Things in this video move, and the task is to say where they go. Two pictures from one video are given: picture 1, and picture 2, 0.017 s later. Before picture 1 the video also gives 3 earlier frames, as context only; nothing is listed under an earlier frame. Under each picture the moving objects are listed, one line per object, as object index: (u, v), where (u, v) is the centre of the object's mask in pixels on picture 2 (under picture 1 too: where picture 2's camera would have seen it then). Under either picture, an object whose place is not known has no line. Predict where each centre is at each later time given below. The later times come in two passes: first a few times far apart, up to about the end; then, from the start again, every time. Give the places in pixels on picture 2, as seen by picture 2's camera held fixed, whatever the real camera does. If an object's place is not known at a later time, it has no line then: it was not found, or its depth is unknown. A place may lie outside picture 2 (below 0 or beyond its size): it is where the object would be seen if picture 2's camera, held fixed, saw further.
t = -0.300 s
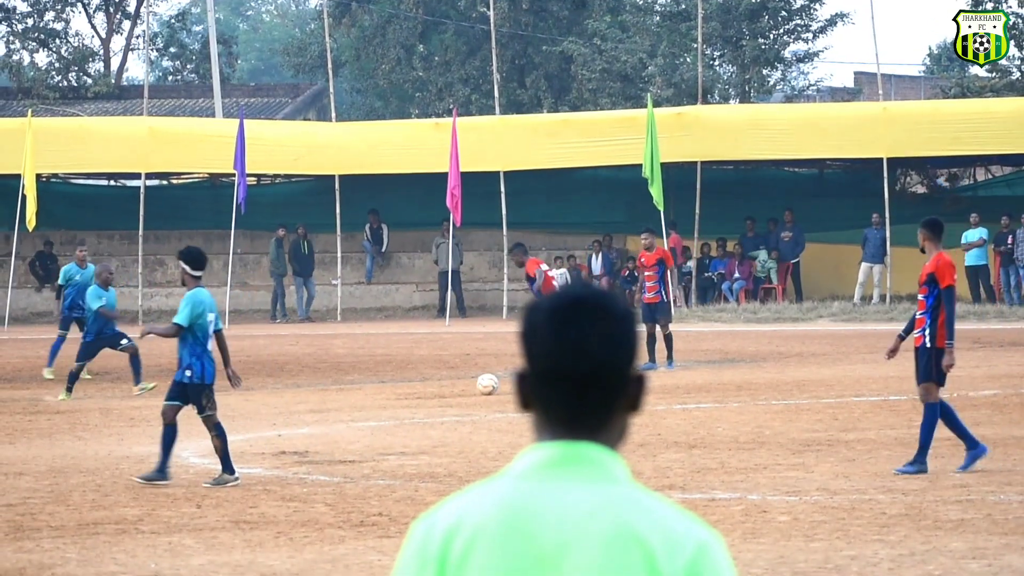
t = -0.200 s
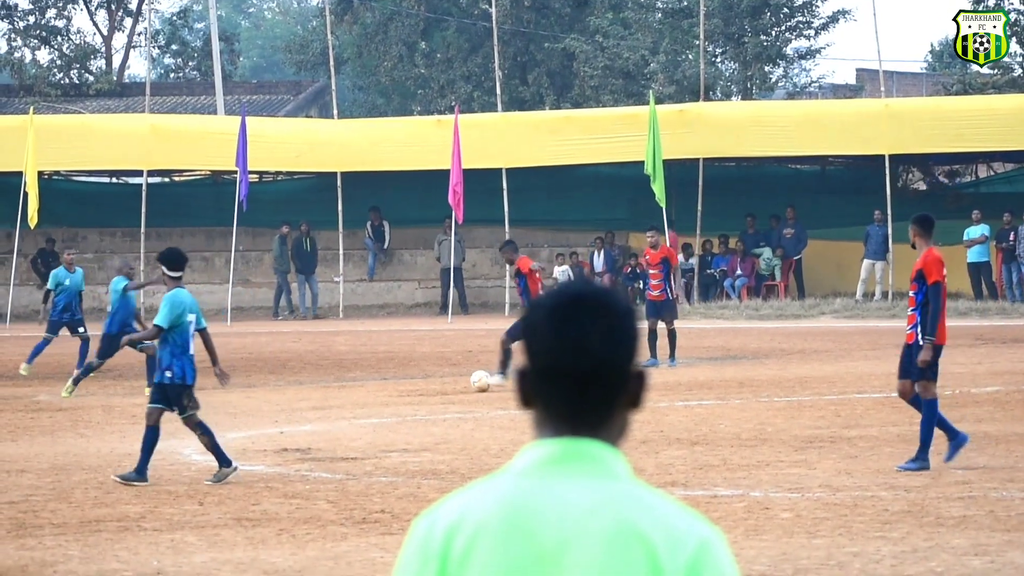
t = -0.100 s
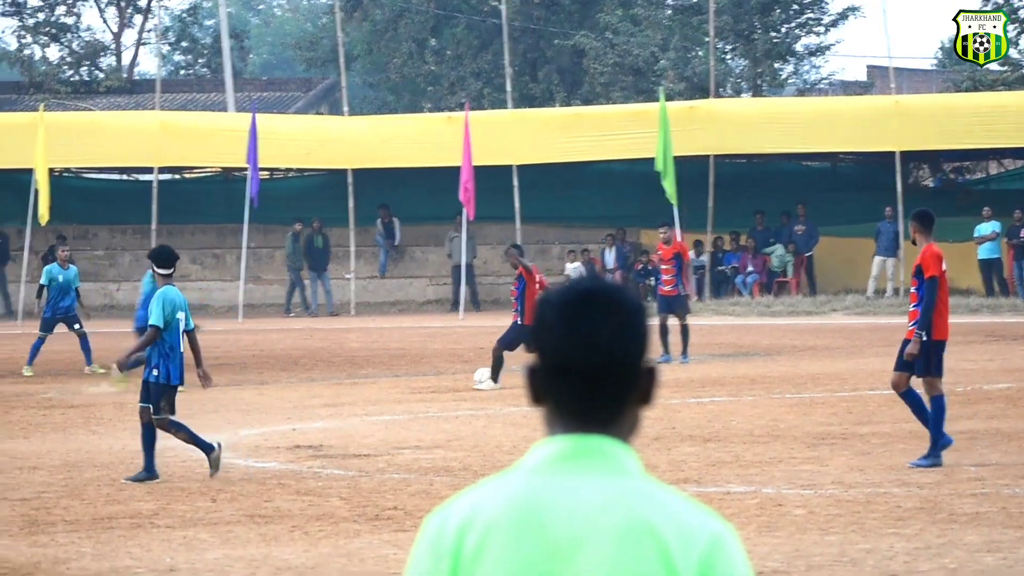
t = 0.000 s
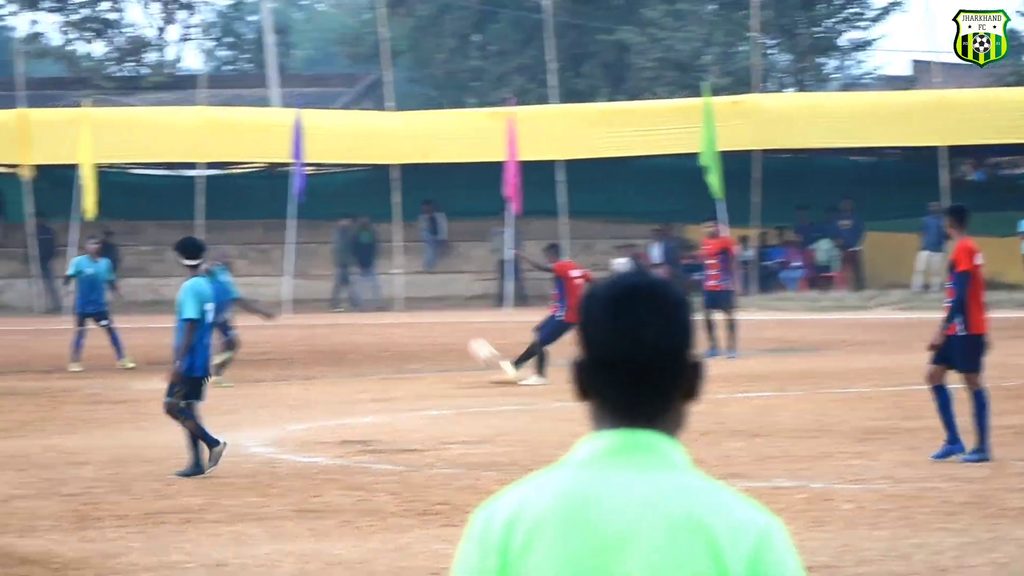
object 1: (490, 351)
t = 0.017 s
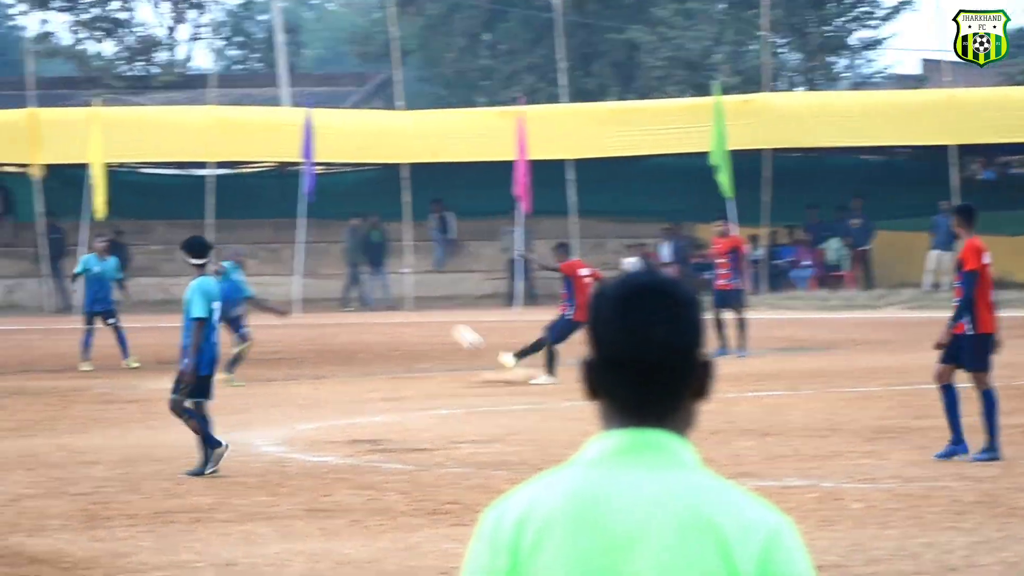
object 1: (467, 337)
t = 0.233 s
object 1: (148, 204)
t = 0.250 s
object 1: (126, 196)
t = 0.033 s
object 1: (442, 325)
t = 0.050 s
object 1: (418, 315)
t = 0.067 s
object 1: (393, 305)
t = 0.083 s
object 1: (370, 295)
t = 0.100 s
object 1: (344, 284)
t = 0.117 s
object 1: (321, 274)
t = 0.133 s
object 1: (295, 263)
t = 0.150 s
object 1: (270, 252)
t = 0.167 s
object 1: (246, 243)
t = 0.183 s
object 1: (222, 233)
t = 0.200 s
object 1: (197, 223)
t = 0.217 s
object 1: (172, 213)
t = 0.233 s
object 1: (148, 204)
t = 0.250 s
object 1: (126, 196)
